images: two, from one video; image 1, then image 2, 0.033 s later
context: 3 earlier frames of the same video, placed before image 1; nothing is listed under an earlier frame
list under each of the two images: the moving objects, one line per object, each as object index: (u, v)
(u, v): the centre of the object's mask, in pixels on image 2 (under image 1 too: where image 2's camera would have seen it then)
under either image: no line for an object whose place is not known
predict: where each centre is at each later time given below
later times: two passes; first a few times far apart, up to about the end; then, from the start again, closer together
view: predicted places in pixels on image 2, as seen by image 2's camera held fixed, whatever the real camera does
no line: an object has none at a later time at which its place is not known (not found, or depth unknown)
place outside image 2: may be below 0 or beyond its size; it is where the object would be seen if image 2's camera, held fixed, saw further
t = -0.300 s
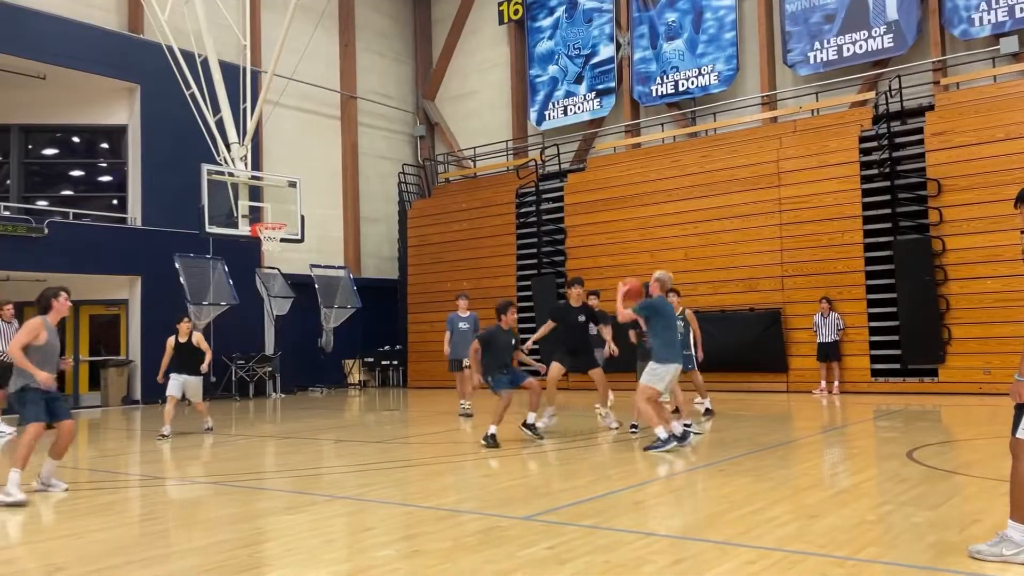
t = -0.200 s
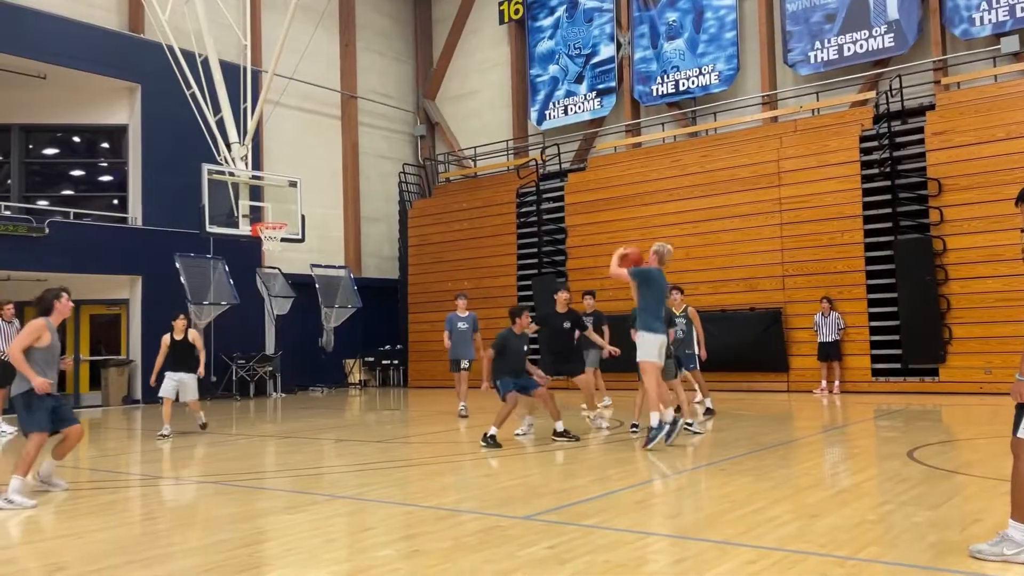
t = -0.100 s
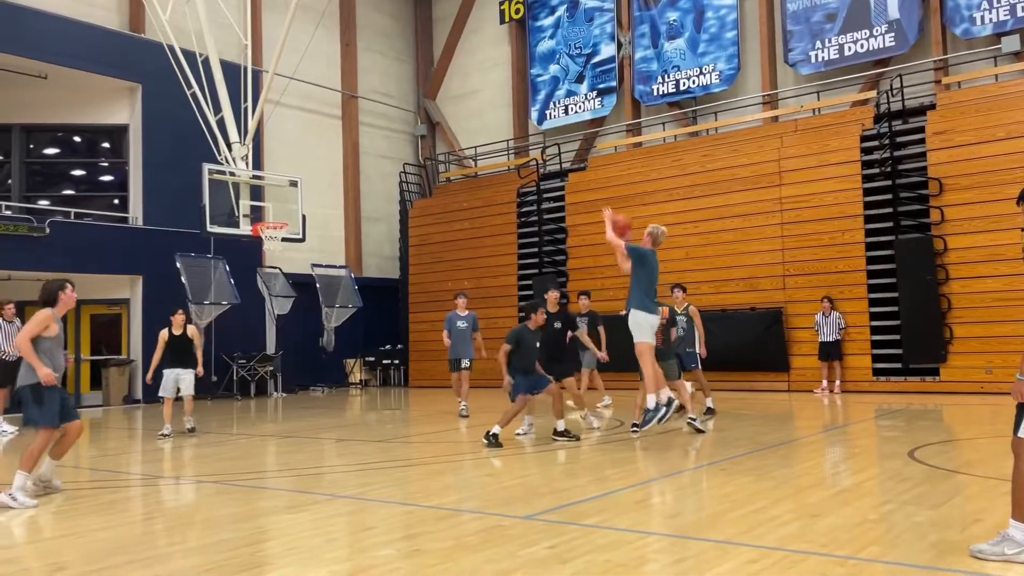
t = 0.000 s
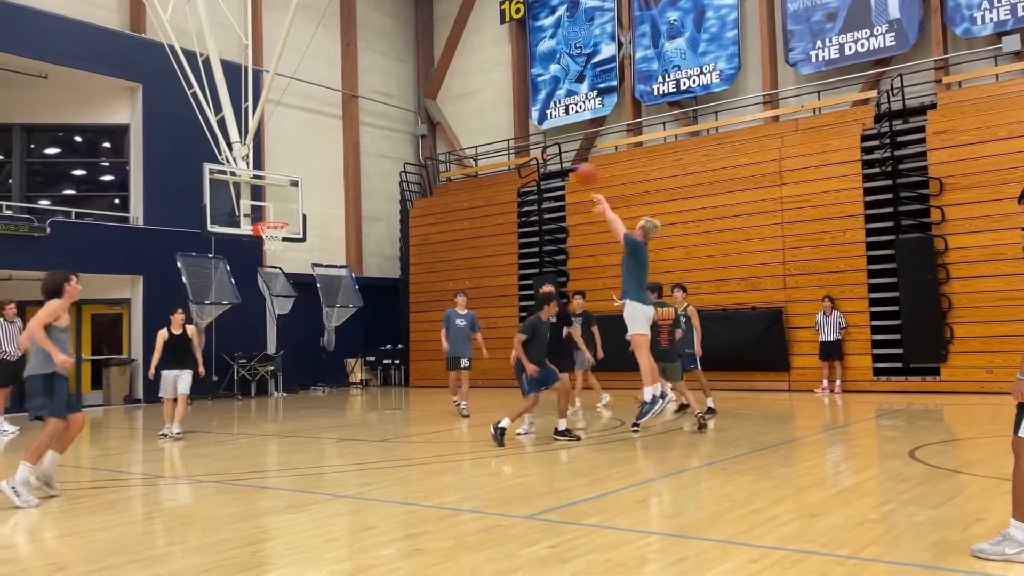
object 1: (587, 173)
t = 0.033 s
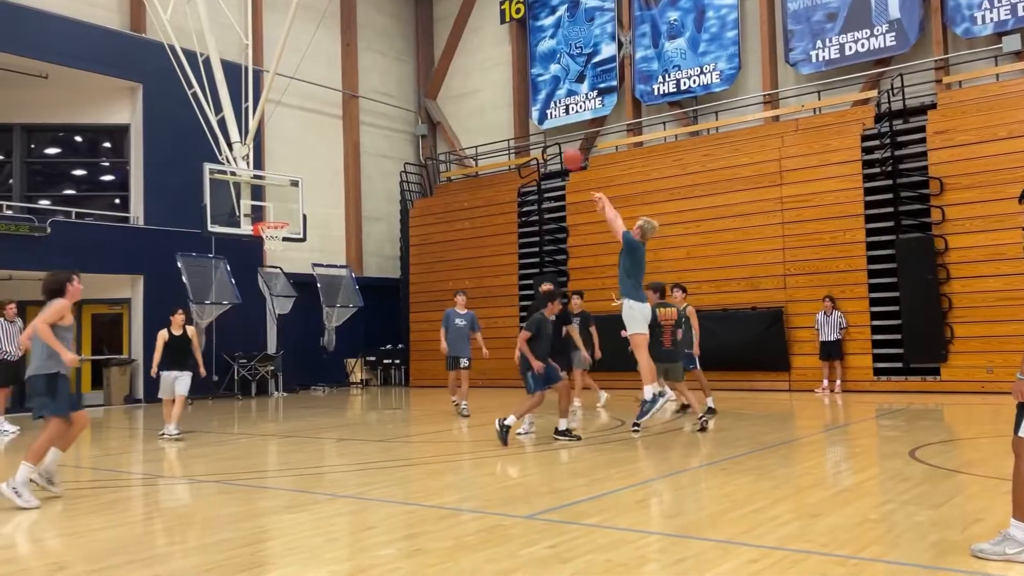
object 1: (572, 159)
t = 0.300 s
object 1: (478, 81)
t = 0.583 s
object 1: (398, 69)
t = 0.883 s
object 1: (331, 115)
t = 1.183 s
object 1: (275, 207)
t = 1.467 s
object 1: (233, 183)
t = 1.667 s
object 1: (200, 182)
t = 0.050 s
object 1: (566, 152)
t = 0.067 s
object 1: (559, 145)
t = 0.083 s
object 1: (553, 138)
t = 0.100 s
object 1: (546, 132)
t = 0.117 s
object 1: (540, 127)
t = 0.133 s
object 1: (534, 121)
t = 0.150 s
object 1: (528, 115)
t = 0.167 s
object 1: (522, 110)
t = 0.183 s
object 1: (516, 106)
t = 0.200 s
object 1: (510, 102)
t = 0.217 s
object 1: (505, 98)
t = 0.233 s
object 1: (499, 94)
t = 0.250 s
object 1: (494, 91)
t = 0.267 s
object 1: (488, 88)
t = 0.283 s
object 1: (483, 84)
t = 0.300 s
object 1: (478, 81)
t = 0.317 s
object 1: (472, 79)
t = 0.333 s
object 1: (468, 78)
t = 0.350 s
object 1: (462, 75)
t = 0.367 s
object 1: (457, 74)
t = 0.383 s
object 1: (453, 71)
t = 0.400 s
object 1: (449, 69)
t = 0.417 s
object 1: (443, 69)
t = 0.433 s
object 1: (438, 68)
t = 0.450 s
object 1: (433, 67)
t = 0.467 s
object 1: (429, 67)
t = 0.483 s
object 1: (424, 65)
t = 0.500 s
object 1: (420, 67)
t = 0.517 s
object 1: (415, 67)
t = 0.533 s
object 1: (411, 67)
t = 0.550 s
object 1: (406, 67)
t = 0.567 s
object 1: (403, 68)
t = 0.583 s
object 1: (398, 69)
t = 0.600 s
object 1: (394, 70)
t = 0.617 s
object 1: (390, 72)
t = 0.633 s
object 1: (386, 73)
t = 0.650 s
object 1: (382, 75)
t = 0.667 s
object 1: (378, 77)
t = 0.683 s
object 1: (374, 79)
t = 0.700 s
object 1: (370, 81)
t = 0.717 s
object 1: (367, 83)
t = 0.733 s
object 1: (363, 86)
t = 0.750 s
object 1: (360, 88)
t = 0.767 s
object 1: (356, 91)
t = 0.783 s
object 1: (353, 94)
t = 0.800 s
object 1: (348, 96)
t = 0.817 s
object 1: (345, 100)
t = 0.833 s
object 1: (341, 103)
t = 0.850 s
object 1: (337, 108)
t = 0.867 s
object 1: (334, 111)
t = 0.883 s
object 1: (331, 115)
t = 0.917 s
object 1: (324, 123)
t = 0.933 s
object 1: (321, 127)
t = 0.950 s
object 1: (317, 132)
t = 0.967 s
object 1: (314, 136)
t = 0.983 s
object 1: (311, 141)
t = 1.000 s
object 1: (308, 146)
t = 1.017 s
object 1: (305, 151)
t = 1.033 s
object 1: (301, 156)
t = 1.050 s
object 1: (298, 161)
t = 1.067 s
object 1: (295, 166)
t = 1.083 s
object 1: (292, 172)
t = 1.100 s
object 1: (290, 177)
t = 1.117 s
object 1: (286, 183)
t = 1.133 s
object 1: (283, 189)
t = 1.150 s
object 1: (280, 195)
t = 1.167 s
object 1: (277, 201)
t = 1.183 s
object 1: (275, 207)
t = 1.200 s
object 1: (271, 214)
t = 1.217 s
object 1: (270, 217)
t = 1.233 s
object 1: (268, 214)
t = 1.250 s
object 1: (266, 212)
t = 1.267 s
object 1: (263, 208)
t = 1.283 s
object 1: (260, 205)
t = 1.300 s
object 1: (258, 203)
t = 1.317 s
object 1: (256, 199)
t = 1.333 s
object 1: (253, 197)
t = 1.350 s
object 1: (250, 195)
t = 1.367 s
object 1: (247, 191)
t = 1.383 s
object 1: (246, 190)
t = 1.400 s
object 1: (244, 189)
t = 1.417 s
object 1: (242, 187)
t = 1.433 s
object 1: (238, 186)
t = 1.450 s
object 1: (236, 184)
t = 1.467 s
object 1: (233, 183)
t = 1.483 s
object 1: (231, 182)
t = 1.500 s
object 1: (228, 181)
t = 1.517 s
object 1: (223, 180)
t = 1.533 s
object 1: (221, 180)
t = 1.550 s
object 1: (218, 179)
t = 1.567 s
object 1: (217, 179)
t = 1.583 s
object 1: (213, 179)
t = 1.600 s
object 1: (210, 179)
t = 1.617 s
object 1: (208, 180)
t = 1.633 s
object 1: (206, 180)
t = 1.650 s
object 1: (202, 181)
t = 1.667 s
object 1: (200, 182)
